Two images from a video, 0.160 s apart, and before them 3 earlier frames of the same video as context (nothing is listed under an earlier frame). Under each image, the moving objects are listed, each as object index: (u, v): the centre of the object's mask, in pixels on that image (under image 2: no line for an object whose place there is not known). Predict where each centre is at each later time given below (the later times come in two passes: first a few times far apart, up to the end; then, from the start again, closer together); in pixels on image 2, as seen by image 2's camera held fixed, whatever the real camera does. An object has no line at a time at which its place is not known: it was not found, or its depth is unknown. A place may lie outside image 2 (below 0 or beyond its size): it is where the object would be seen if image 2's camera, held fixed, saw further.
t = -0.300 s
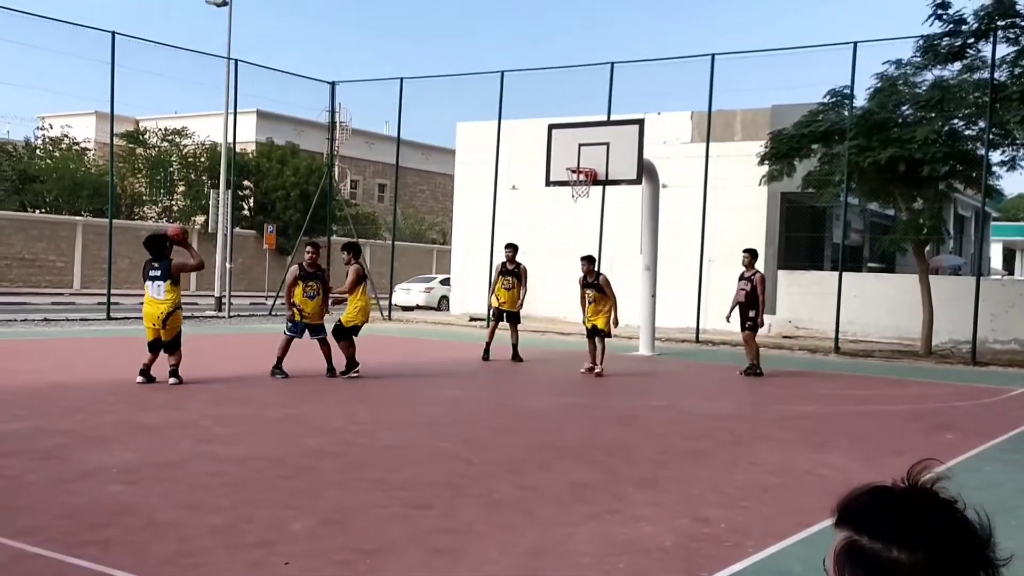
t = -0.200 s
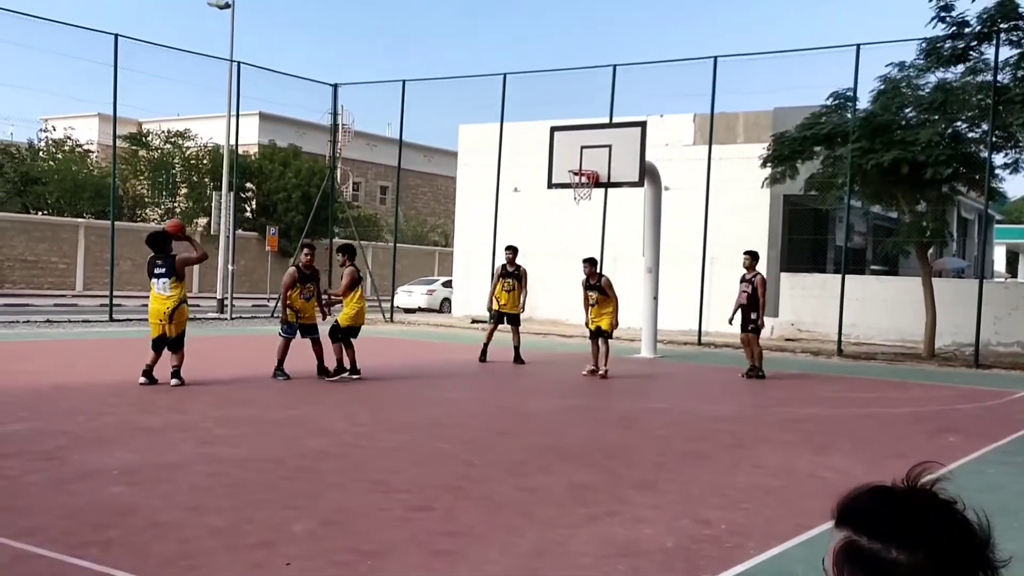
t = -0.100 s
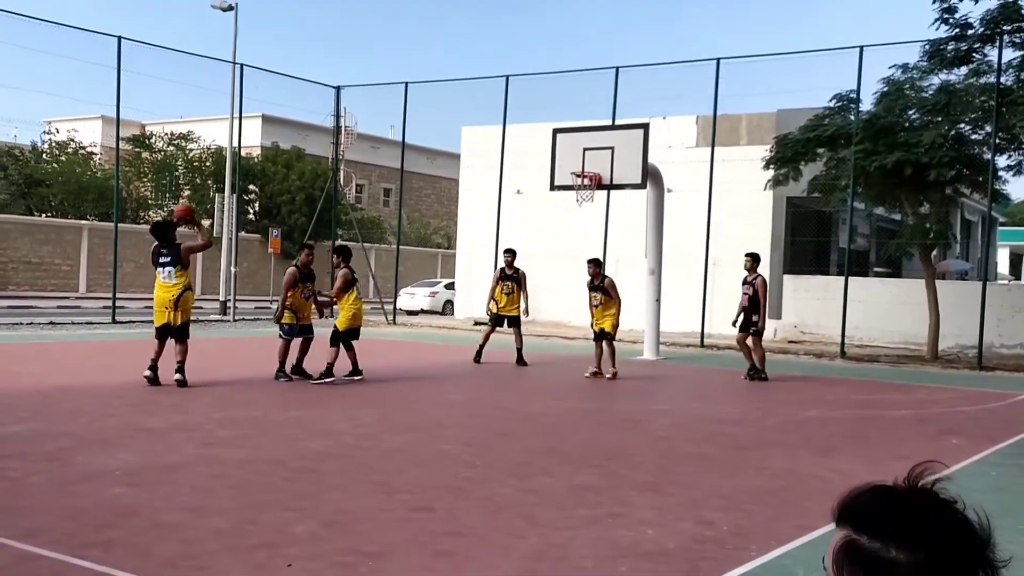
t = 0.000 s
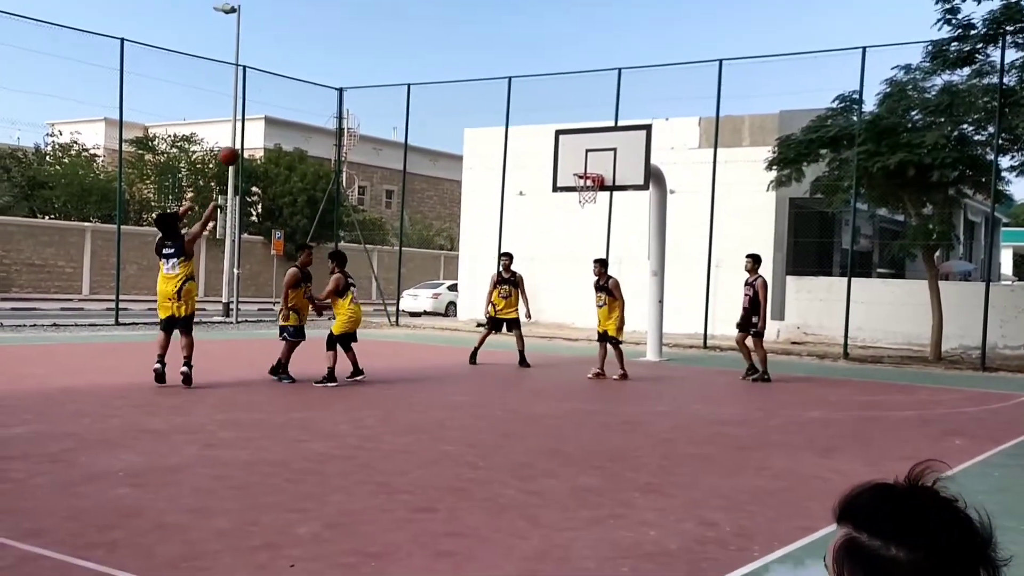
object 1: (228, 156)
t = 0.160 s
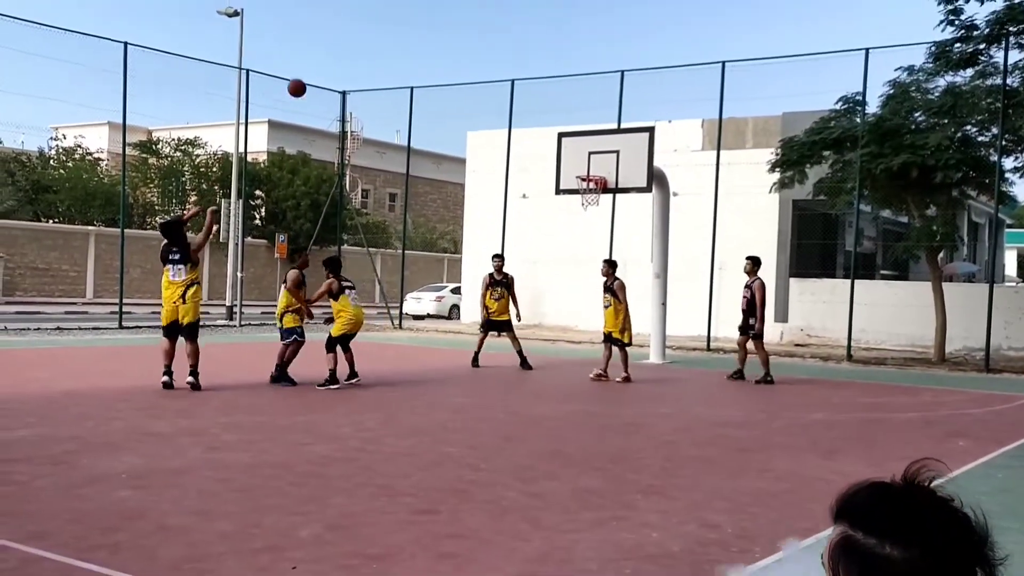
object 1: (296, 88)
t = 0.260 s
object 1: (333, 57)
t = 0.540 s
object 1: (421, 21)
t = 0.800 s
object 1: (488, 42)
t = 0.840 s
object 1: (497, 49)
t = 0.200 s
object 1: (312, 74)
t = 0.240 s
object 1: (326, 62)
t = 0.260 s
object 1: (333, 57)
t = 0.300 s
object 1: (347, 48)
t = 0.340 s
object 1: (360, 40)
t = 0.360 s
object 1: (367, 36)
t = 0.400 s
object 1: (379, 31)
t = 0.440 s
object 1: (392, 26)
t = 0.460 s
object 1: (398, 25)
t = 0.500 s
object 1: (410, 22)
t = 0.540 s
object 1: (421, 21)
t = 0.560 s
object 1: (427, 21)
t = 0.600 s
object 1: (438, 22)
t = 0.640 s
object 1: (448, 24)
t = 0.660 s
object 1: (454, 25)
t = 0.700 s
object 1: (464, 29)
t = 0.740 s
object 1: (474, 34)
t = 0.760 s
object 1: (478, 36)
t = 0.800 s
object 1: (488, 42)
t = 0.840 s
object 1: (497, 49)
